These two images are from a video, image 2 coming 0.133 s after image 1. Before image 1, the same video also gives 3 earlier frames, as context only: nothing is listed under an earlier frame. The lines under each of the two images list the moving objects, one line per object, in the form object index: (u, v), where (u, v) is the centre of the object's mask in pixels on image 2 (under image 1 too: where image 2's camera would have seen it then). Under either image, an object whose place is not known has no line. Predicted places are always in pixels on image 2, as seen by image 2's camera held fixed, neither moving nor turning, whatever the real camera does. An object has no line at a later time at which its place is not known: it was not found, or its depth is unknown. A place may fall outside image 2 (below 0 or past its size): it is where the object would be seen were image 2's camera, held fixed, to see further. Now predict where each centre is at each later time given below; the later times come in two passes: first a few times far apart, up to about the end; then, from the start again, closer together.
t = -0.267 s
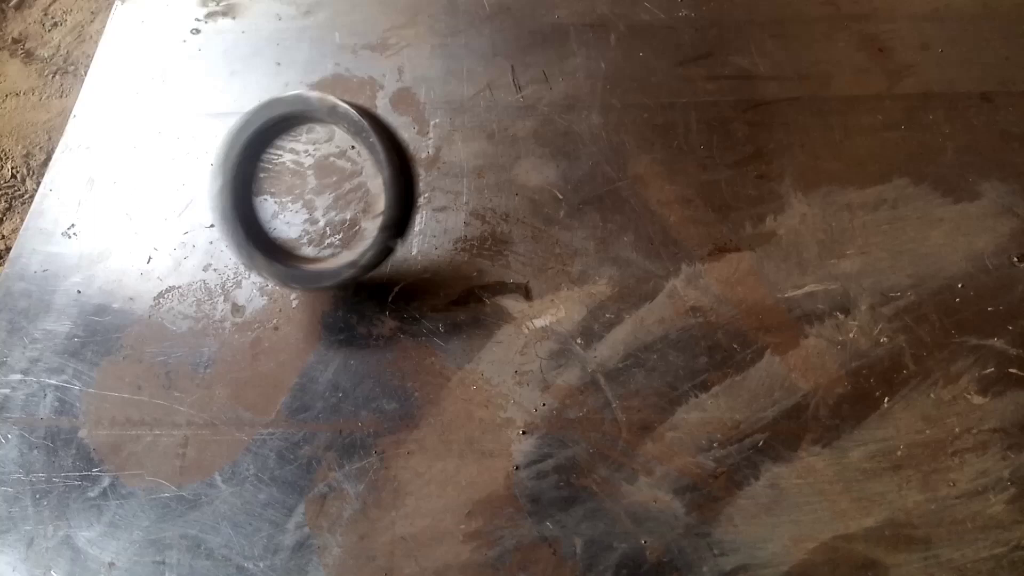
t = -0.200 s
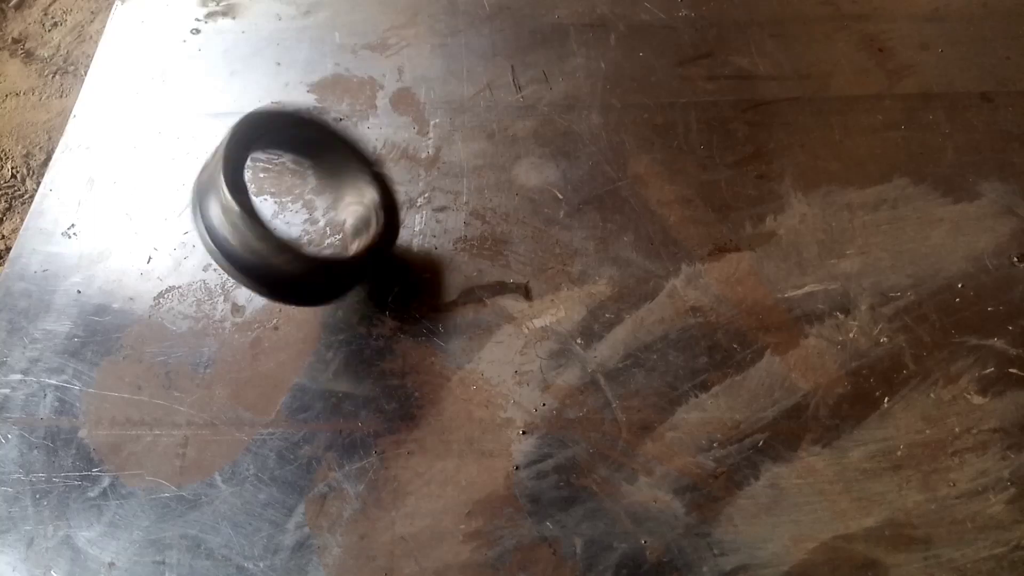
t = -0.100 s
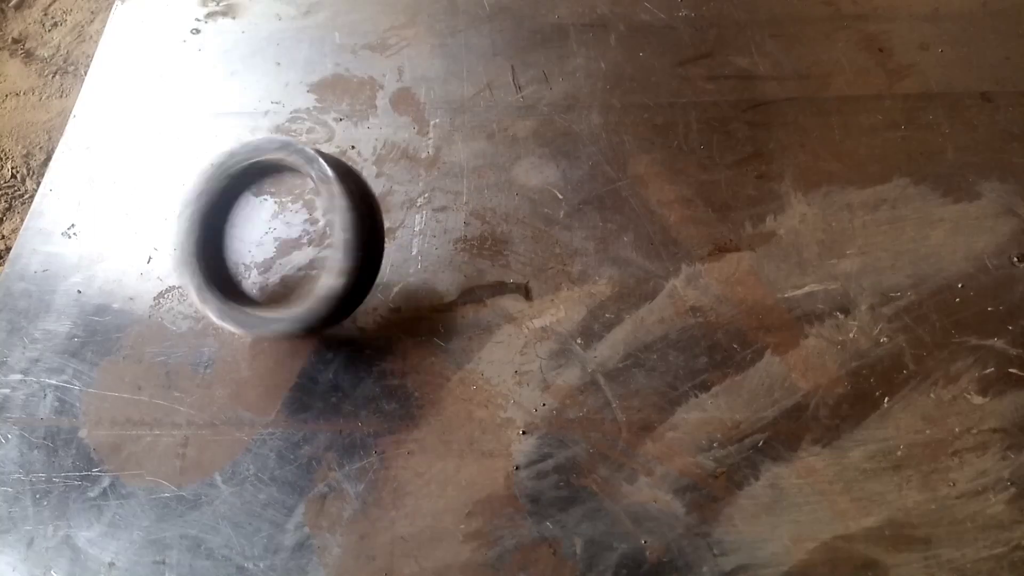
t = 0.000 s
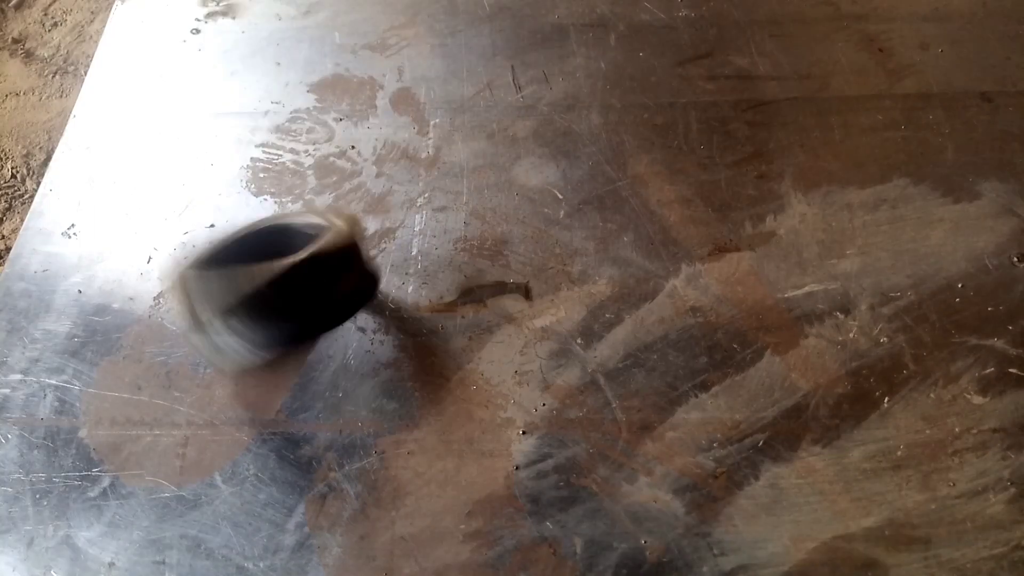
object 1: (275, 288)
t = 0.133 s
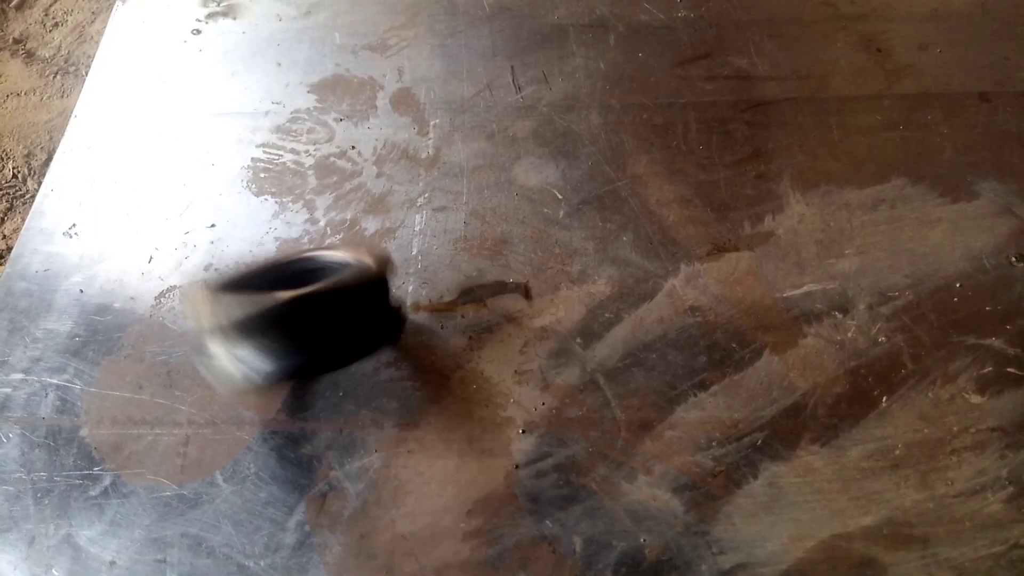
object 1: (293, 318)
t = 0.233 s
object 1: (321, 322)
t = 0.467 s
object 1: (427, 286)
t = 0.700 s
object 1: (461, 207)
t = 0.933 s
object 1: (422, 126)
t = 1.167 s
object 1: (332, 102)
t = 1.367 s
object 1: (254, 137)
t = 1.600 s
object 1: (204, 189)
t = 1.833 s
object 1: (243, 252)
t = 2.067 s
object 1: (314, 241)
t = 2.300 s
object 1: (398, 179)
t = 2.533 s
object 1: (398, 105)
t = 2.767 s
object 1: (348, 76)
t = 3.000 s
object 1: (273, 81)
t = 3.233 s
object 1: (241, 115)
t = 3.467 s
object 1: (248, 145)
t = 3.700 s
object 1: (274, 158)
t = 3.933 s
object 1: (307, 156)
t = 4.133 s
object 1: (336, 142)
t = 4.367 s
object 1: (361, 140)
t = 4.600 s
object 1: (362, 140)
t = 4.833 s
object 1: (363, 142)
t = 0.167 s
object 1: (309, 329)
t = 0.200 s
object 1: (313, 324)
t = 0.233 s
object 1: (321, 322)
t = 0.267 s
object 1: (329, 322)
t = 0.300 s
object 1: (355, 328)
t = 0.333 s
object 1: (371, 324)
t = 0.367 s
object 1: (379, 318)
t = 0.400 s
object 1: (388, 315)
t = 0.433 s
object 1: (399, 303)
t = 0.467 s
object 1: (427, 286)
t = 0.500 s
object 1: (432, 279)
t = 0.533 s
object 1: (442, 273)
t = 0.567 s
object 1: (445, 261)
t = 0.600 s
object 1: (454, 245)
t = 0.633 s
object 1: (457, 232)
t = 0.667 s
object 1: (462, 211)
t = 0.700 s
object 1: (461, 207)
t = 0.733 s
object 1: (460, 195)
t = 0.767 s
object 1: (459, 177)
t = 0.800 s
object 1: (452, 164)
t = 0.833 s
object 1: (447, 153)
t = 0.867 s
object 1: (440, 152)
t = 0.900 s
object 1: (434, 137)
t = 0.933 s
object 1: (422, 126)
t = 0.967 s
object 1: (408, 116)
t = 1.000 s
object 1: (402, 110)
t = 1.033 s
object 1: (384, 120)
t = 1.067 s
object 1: (371, 107)
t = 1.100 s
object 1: (355, 99)
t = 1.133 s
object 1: (341, 97)
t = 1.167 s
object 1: (332, 102)
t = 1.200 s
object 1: (315, 118)
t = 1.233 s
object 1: (300, 106)
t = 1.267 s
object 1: (283, 107)
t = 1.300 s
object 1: (277, 111)
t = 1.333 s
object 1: (266, 126)
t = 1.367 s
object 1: (254, 137)
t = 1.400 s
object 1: (236, 135)
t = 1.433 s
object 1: (231, 138)
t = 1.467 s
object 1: (222, 151)
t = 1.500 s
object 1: (219, 167)
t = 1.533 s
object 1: (219, 180)
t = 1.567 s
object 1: (206, 179)
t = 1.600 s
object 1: (204, 189)
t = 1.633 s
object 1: (206, 202)
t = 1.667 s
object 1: (212, 217)
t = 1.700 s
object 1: (217, 225)
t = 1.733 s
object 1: (216, 225)
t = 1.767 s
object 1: (222, 232)
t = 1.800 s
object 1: (233, 241)
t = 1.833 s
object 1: (243, 252)
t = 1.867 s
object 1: (246, 249)
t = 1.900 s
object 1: (252, 247)
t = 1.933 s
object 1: (274, 248)
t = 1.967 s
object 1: (287, 254)
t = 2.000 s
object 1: (298, 254)
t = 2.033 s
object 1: (306, 249)
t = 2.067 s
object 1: (314, 241)
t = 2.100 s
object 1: (340, 234)
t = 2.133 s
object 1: (353, 231)
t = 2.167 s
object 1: (354, 220)
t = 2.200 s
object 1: (367, 216)
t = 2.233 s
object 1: (376, 205)
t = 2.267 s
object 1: (393, 187)
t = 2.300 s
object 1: (398, 179)
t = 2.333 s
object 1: (406, 175)
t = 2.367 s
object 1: (405, 160)
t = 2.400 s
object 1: (405, 146)
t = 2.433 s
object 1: (406, 138)
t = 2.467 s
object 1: (407, 131)
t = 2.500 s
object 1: (405, 122)
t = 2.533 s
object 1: (398, 105)
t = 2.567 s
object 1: (393, 98)
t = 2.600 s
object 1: (388, 91)
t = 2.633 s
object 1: (380, 93)
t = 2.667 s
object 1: (375, 84)
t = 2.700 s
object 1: (363, 77)
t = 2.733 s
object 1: (355, 75)
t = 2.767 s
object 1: (348, 76)
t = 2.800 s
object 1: (344, 81)
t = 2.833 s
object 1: (321, 71)
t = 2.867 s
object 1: (314, 72)
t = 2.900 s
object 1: (306, 76)
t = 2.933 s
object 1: (302, 83)
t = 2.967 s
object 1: (291, 79)
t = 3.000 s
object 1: (273, 81)
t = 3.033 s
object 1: (268, 92)
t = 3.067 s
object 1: (265, 101)
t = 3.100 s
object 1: (257, 95)
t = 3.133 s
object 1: (251, 96)
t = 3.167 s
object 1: (248, 105)
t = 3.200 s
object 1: (246, 119)
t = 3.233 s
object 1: (241, 115)
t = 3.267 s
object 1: (240, 121)
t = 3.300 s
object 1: (244, 131)
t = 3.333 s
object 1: (245, 137)
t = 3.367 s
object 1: (242, 136)
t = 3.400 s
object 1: (247, 144)
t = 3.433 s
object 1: (250, 148)
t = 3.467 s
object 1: (248, 145)
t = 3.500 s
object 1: (251, 148)
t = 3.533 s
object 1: (257, 154)
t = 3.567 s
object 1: (259, 153)
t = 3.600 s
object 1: (264, 156)
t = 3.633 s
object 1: (270, 161)
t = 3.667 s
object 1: (265, 153)
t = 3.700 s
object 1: (274, 158)
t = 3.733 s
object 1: (288, 165)
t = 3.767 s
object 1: (285, 159)
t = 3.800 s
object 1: (290, 159)
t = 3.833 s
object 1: (296, 162)
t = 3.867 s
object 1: (295, 158)
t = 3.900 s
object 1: (307, 159)
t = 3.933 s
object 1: (307, 156)
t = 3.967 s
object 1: (312, 153)
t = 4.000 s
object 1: (319, 154)
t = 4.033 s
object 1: (320, 152)
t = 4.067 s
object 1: (325, 148)
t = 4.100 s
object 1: (332, 147)
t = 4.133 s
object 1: (336, 142)
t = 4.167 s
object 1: (341, 143)
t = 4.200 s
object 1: (343, 140)
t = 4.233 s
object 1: (349, 140)
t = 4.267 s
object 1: (358, 142)
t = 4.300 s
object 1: (357, 140)
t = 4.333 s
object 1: (362, 141)
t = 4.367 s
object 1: (361, 140)
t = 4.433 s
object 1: (361, 140)
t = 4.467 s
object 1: (361, 140)
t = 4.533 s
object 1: (361, 140)
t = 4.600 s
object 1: (362, 140)
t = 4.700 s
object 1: (363, 141)
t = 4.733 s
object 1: (362, 141)
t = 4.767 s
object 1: (362, 141)
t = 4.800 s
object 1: (363, 142)
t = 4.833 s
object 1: (363, 142)
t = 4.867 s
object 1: (363, 142)
